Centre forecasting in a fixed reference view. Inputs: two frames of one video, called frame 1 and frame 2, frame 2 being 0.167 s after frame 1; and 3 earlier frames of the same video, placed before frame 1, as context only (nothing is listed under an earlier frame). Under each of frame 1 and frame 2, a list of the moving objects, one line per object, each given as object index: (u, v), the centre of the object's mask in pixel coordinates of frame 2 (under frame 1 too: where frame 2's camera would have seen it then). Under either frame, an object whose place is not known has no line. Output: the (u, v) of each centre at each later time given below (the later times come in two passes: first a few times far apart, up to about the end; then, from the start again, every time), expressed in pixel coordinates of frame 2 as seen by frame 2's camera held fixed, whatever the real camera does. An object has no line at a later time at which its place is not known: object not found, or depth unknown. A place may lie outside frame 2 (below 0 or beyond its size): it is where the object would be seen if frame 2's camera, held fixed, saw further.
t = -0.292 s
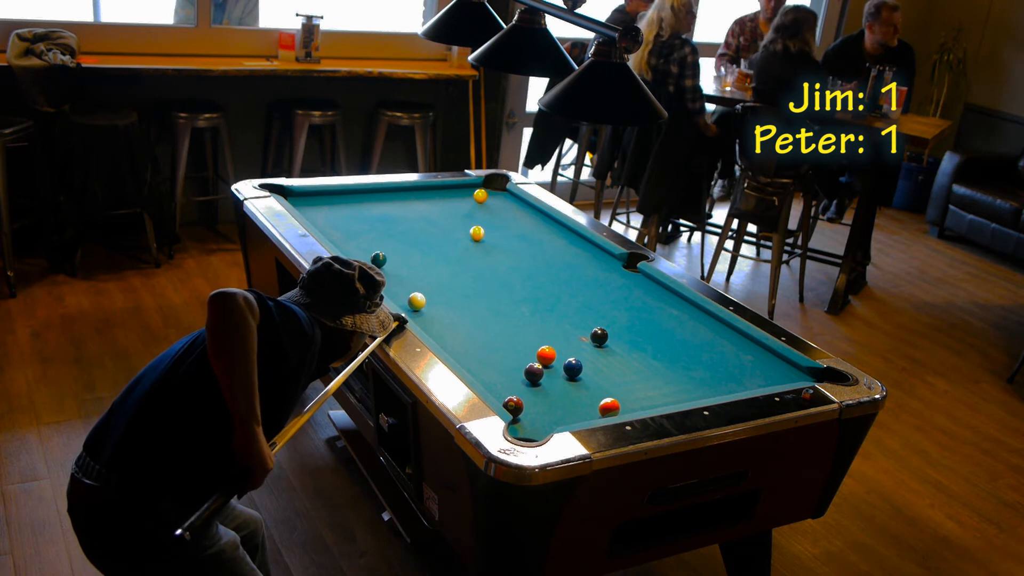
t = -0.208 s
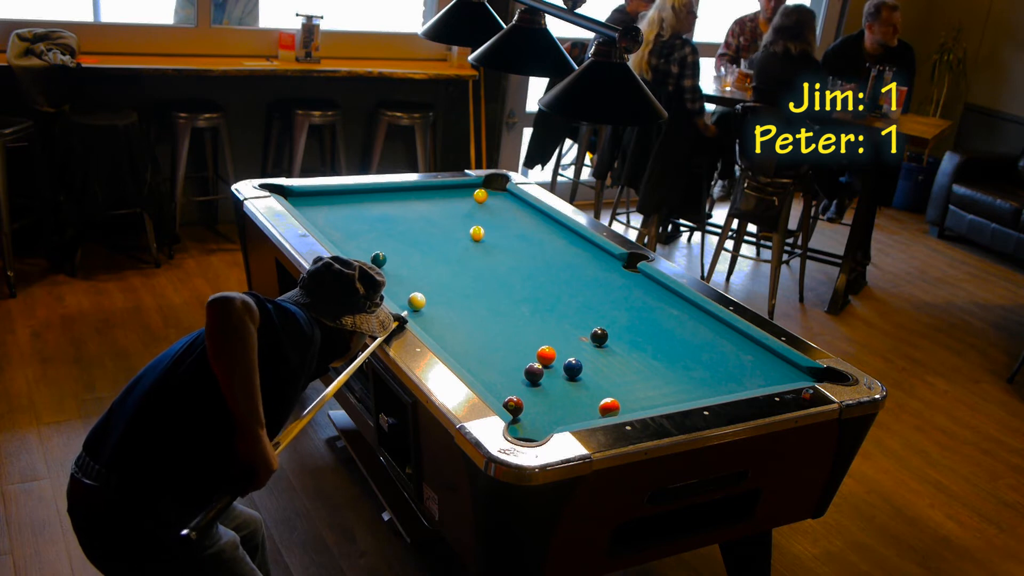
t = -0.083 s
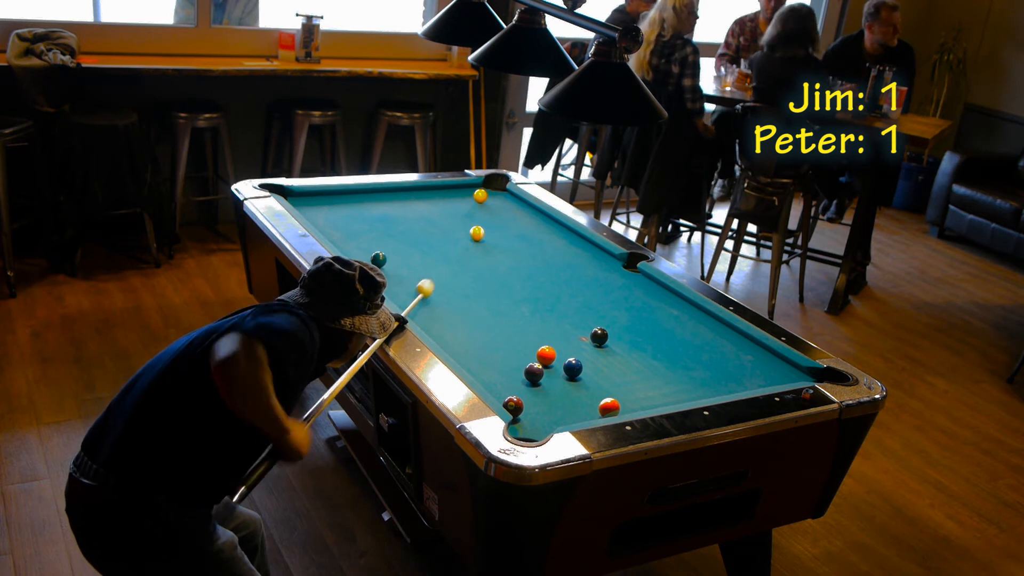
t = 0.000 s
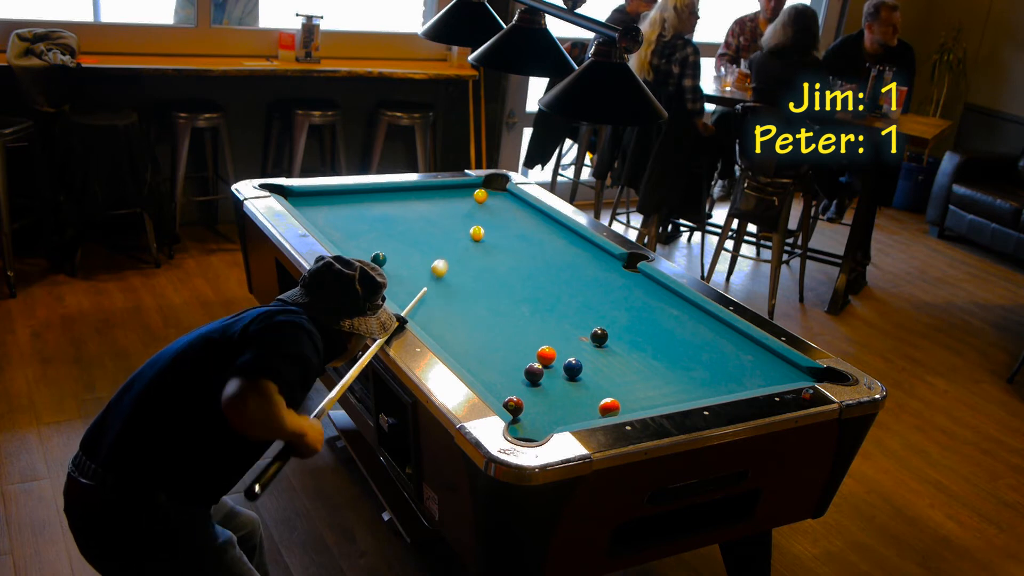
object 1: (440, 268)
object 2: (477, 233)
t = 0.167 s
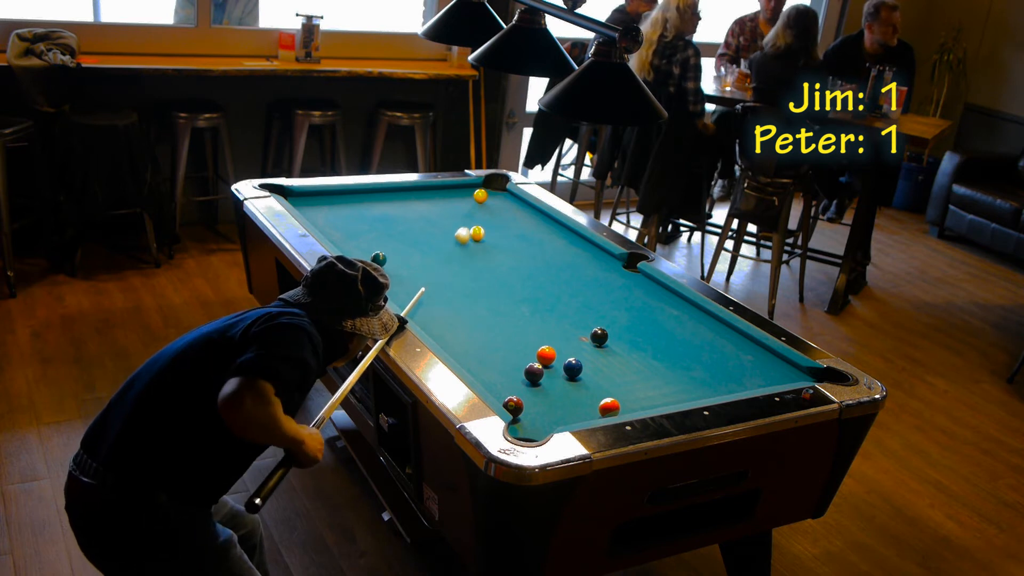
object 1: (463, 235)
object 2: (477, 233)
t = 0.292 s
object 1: (445, 217)
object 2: (510, 229)
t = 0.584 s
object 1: (432, 191)
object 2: (552, 224)
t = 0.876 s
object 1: (477, 208)
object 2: (521, 225)
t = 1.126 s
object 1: (516, 223)
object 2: (495, 225)
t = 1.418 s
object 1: (563, 240)
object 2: (466, 224)
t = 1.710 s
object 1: (611, 258)
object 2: (438, 225)
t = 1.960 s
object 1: (614, 266)
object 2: (417, 226)
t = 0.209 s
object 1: (458, 229)
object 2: (487, 232)
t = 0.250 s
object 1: (451, 223)
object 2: (499, 230)
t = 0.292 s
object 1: (445, 217)
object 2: (510, 229)
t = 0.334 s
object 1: (441, 212)
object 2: (520, 228)
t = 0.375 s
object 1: (437, 206)
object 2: (528, 227)
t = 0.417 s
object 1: (433, 200)
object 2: (537, 227)
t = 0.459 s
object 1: (429, 195)
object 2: (545, 226)
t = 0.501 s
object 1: (425, 190)
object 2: (554, 225)
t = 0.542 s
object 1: (425, 188)
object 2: (558, 224)
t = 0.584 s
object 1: (432, 191)
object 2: (552, 224)
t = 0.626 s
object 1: (439, 194)
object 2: (547, 225)
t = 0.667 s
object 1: (446, 196)
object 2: (543, 224)
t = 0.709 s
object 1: (452, 198)
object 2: (539, 225)
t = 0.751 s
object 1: (458, 201)
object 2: (534, 225)
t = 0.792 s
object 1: (465, 203)
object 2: (530, 225)
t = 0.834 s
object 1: (471, 206)
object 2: (525, 225)
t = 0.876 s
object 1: (477, 208)
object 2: (521, 225)
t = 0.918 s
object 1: (484, 210)
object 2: (516, 225)
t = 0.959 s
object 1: (490, 213)
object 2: (512, 225)
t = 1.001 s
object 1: (496, 215)
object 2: (508, 225)
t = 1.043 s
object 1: (502, 216)
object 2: (504, 225)
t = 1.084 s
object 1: (510, 219)
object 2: (499, 225)
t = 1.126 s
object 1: (516, 223)
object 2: (495, 225)
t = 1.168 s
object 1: (523, 225)
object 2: (491, 225)
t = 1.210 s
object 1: (529, 227)
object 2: (487, 225)
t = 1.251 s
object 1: (536, 230)
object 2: (483, 225)
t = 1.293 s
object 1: (542, 233)
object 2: (479, 225)
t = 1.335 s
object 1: (549, 235)
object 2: (474, 225)
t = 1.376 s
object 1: (556, 238)
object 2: (470, 225)
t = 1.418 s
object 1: (563, 240)
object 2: (466, 224)
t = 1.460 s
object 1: (570, 243)
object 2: (462, 225)
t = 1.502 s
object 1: (576, 245)
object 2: (458, 225)
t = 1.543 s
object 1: (584, 248)
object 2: (454, 225)
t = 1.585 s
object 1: (590, 251)
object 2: (450, 225)
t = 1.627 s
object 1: (597, 253)
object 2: (447, 225)
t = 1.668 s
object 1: (604, 256)
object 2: (442, 225)
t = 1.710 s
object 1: (611, 258)
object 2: (438, 225)
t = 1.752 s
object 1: (618, 261)
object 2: (435, 225)
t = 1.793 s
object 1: (625, 264)
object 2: (431, 225)
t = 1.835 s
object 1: (628, 265)
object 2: (427, 226)
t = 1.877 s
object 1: (623, 266)
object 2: (424, 226)
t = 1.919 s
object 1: (619, 266)
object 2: (420, 226)
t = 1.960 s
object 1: (614, 266)
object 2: (417, 226)
